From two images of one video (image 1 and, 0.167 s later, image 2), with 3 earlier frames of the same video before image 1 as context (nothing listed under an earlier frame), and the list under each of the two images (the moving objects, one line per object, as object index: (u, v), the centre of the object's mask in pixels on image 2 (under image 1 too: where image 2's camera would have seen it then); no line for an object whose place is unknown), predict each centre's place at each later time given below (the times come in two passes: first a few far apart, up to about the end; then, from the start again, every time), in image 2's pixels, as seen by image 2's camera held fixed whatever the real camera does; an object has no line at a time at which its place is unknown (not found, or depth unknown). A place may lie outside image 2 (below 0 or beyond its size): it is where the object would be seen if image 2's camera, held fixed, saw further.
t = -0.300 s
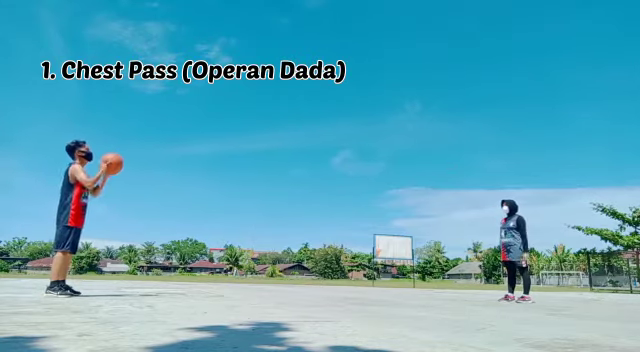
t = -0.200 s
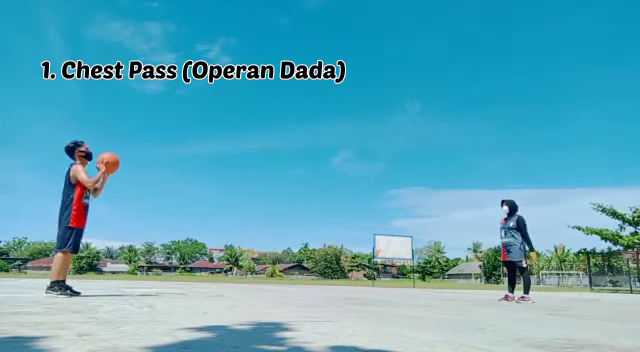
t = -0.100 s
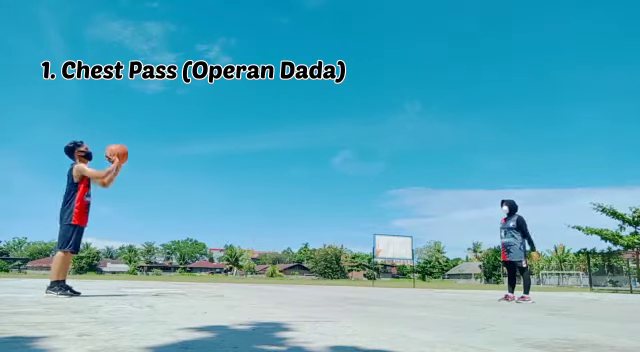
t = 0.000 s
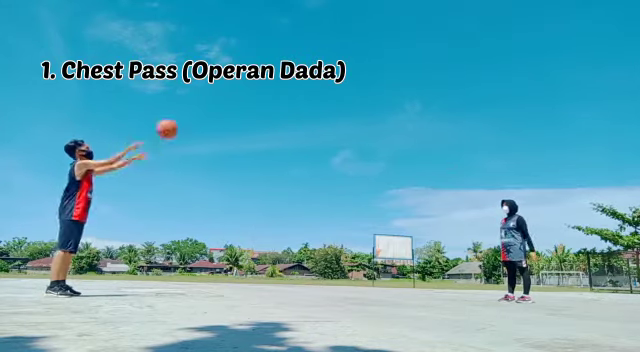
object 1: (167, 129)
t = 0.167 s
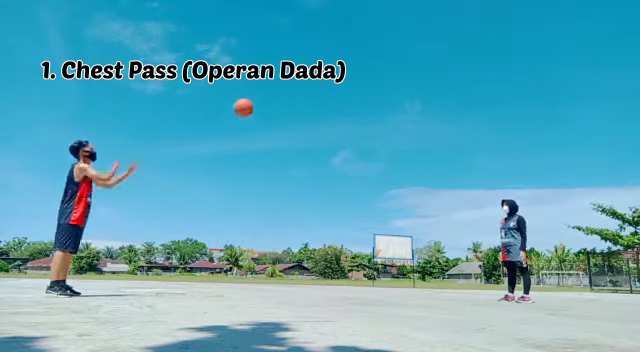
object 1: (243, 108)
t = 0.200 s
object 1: (258, 106)
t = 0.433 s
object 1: (345, 117)
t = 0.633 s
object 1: (410, 154)
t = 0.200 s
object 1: (258, 106)
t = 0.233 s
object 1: (270, 106)
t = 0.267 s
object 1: (284, 106)
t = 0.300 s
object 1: (296, 107)
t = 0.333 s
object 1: (309, 109)
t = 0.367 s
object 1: (321, 111)
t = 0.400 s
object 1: (333, 114)
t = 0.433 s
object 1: (345, 117)
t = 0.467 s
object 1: (356, 122)
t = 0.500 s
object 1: (367, 127)
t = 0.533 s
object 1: (378, 133)
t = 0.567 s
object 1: (389, 139)
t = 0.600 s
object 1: (400, 146)
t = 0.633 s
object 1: (410, 154)
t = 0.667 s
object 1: (420, 162)
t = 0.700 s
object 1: (429, 170)
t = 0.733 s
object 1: (439, 180)
